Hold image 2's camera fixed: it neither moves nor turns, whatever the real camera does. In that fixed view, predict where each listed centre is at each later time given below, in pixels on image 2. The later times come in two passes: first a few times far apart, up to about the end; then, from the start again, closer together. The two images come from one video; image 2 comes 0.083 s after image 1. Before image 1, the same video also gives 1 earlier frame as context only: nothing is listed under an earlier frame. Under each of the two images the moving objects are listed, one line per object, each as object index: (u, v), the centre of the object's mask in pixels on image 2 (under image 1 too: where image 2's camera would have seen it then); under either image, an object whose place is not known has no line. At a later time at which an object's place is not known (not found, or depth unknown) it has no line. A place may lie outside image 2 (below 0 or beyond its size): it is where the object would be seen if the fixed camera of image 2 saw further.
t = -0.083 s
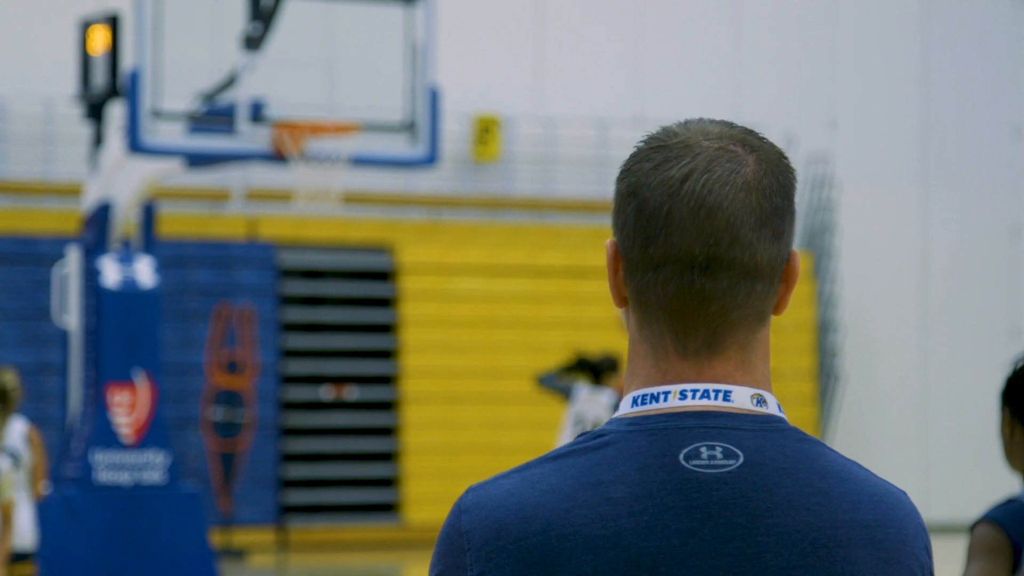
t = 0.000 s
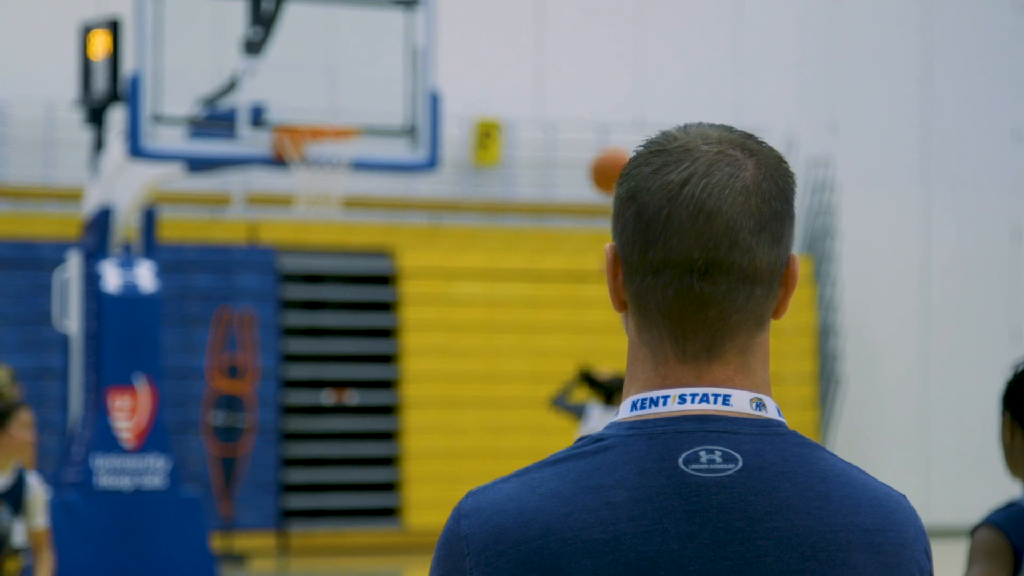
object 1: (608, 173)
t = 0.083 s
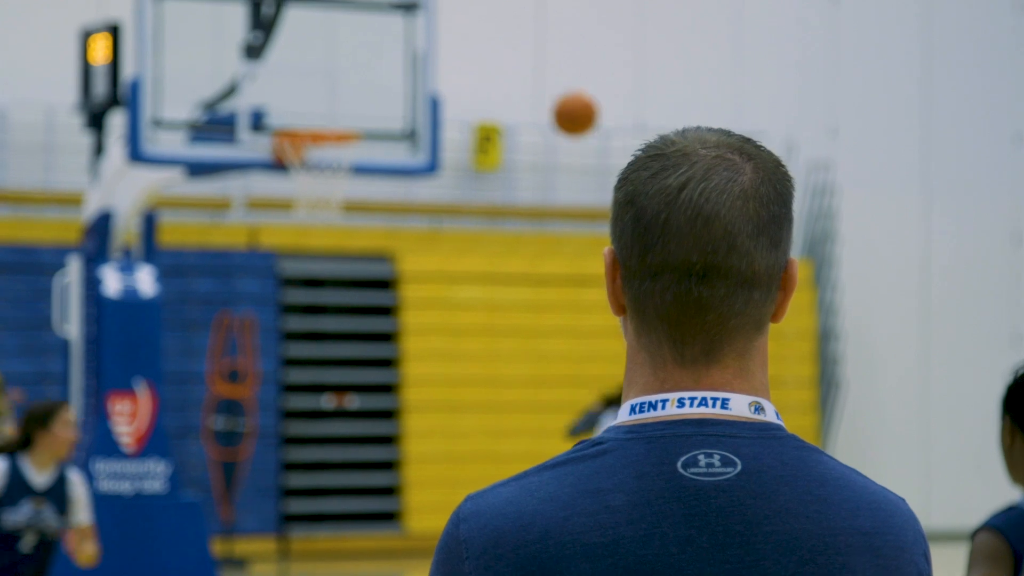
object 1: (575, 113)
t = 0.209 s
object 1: (520, 49)
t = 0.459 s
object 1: (417, 15)
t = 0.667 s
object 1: (340, 75)
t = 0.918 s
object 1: (281, 63)
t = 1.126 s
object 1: (244, 65)
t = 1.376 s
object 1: (198, 173)
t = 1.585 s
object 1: (159, 348)
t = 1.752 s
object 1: (126, 550)
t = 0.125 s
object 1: (557, 88)
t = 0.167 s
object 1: (538, 67)
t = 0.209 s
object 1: (520, 49)
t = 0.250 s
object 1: (502, 34)
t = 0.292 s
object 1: (485, 24)
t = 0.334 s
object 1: (468, 17)
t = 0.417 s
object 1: (433, 13)
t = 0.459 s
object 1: (417, 15)
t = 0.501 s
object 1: (401, 20)
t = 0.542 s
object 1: (387, 28)
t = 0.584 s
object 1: (370, 42)
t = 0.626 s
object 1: (355, 57)
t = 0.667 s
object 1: (340, 75)
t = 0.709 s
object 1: (325, 96)
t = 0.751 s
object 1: (312, 115)
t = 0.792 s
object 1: (304, 98)
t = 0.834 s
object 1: (297, 84)
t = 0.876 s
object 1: (289, 73)
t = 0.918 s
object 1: (281, 63)
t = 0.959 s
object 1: (273, 57)
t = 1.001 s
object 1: (266, 53)
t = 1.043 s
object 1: (259, 54)
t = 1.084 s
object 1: (252, 57)
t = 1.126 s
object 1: (244, 65)
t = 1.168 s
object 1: (237, 76)
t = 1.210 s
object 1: (228, 90)
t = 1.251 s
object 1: (220, 107)
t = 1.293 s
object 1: (213, 124)
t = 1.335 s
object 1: (206, 148)
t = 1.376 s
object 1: (198, 173)
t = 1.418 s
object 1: (190, 199)
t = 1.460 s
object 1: (181, 233)
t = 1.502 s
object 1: (176, 268)
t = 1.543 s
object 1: (168, 308)
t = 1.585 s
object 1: (159, 348)
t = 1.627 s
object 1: (152, 392)
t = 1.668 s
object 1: (144, 442)
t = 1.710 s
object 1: (134, 496)
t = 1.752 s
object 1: (126, 550)
